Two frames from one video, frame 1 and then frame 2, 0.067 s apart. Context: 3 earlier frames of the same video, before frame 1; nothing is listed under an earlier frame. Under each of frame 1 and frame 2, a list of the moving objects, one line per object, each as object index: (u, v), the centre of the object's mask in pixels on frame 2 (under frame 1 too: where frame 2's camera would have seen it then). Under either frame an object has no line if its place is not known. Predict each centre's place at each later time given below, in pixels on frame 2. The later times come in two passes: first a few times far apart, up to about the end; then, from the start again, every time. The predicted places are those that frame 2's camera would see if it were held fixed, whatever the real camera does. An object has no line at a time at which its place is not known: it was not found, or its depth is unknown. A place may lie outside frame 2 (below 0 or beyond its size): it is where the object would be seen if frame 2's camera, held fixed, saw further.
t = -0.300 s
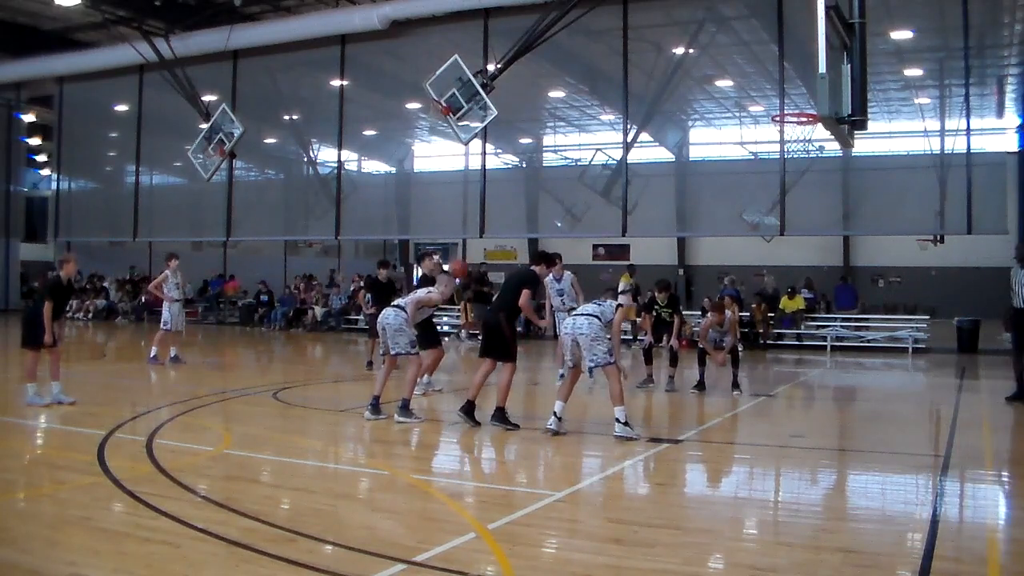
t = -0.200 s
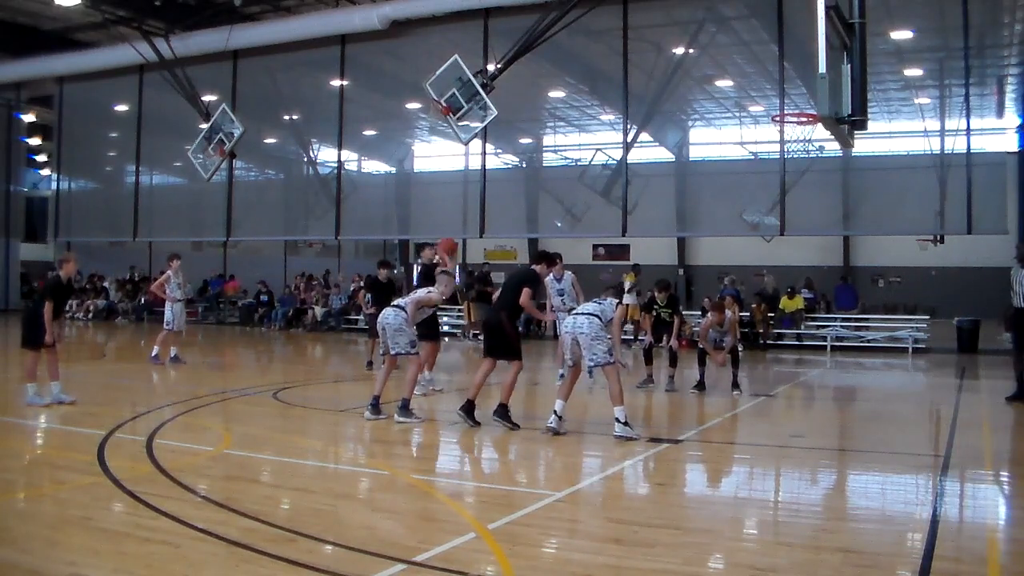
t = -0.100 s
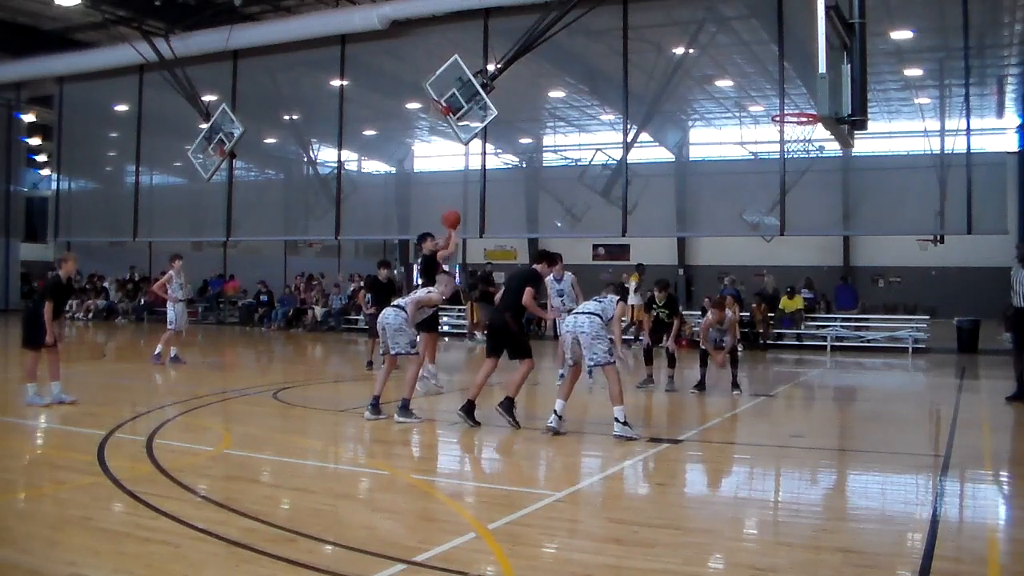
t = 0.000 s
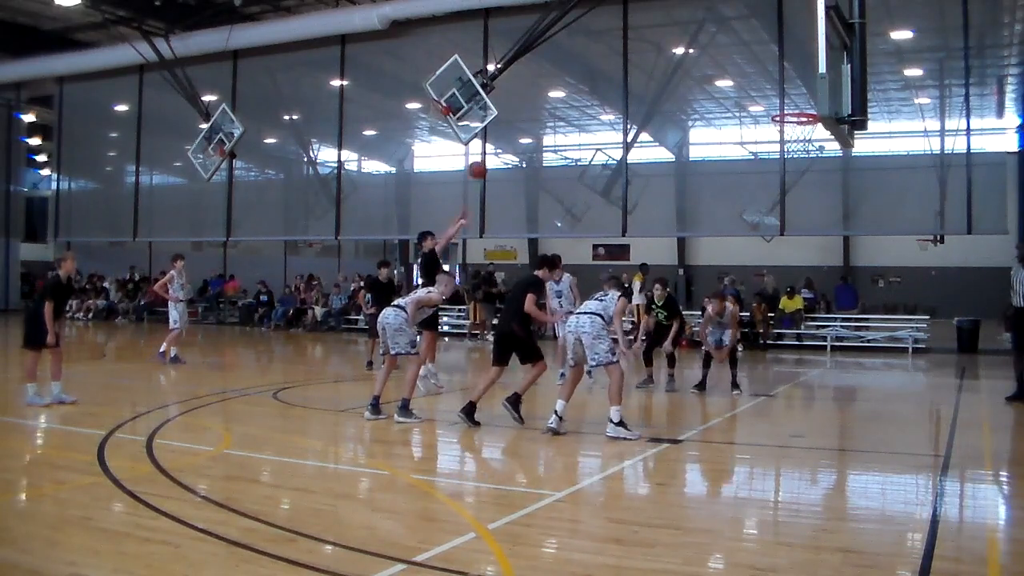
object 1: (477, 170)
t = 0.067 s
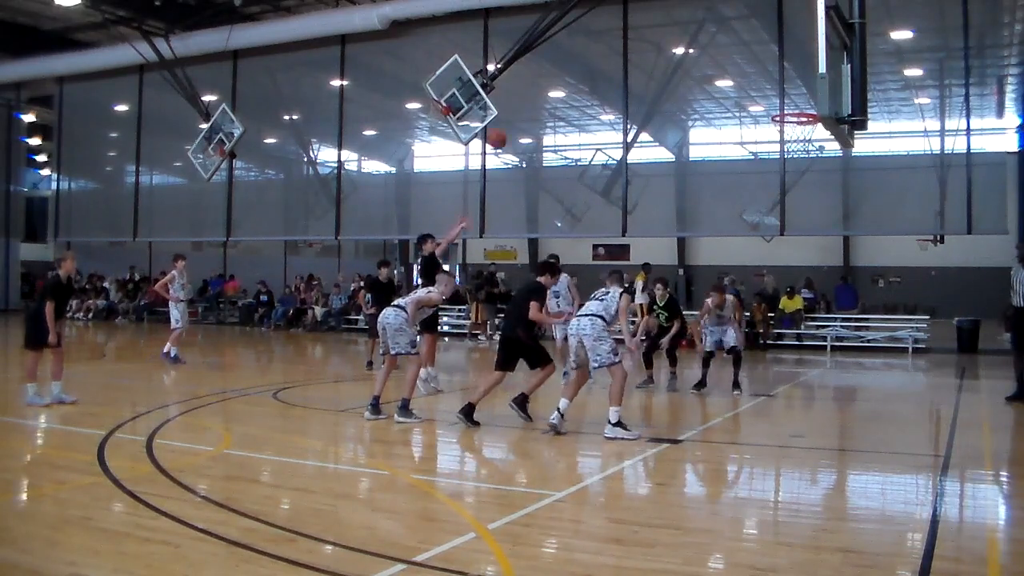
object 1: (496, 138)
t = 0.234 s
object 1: (544, 80)
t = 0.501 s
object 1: (625, 29)
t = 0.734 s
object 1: (699, 35)
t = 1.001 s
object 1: (789, 103)
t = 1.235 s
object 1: (806, 74)
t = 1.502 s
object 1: (803, 53)
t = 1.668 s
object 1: (800, 77)
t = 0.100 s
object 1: (507, 126)
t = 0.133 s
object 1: (515, 113)
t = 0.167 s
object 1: (525, 101)
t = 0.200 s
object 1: (534, 90)
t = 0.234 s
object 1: (544, 80)
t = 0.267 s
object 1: (554, 70)
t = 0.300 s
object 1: (564, 62)
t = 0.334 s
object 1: (574, 54)
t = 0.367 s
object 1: (584, 47)
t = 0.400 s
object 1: (594, 42)
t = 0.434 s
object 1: (604, 37)
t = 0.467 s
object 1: (615, 33)
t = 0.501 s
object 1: (625, 29)
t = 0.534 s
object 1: (634, 28)
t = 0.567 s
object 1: (646, 27)
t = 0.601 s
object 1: (656, 26)
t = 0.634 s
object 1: (666, 26)
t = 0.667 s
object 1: (677, 29)
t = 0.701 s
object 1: (688, 31)
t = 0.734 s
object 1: (699, 35)
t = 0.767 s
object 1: (709, 40)
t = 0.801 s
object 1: (721, 46)
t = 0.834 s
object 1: (732, 53)
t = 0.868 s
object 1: (743, 61)
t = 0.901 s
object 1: (754, 71)
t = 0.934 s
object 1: (765, 80)
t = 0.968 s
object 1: (777, 91)
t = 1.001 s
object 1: (789, 103)
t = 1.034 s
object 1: (798, 113)
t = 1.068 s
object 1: (803, 110)
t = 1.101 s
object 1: (807, 106)
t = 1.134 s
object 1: (807, 100)
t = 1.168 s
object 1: (807, 90)
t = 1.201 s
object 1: (806, 82)
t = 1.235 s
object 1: (806, 74)
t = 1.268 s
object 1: (806, 68)
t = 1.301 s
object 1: (805, 63)
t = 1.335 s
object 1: (806, 59)
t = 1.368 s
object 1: (804, 56)
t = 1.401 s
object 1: (804, 53)
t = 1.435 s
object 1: (804, 52)
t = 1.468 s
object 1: (804, 52)
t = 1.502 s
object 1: (803, 53)
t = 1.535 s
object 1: (802, 56)
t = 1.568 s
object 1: (802, 59)
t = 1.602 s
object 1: (801, 64)
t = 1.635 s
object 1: (800, 70)
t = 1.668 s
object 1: (800, 77)
